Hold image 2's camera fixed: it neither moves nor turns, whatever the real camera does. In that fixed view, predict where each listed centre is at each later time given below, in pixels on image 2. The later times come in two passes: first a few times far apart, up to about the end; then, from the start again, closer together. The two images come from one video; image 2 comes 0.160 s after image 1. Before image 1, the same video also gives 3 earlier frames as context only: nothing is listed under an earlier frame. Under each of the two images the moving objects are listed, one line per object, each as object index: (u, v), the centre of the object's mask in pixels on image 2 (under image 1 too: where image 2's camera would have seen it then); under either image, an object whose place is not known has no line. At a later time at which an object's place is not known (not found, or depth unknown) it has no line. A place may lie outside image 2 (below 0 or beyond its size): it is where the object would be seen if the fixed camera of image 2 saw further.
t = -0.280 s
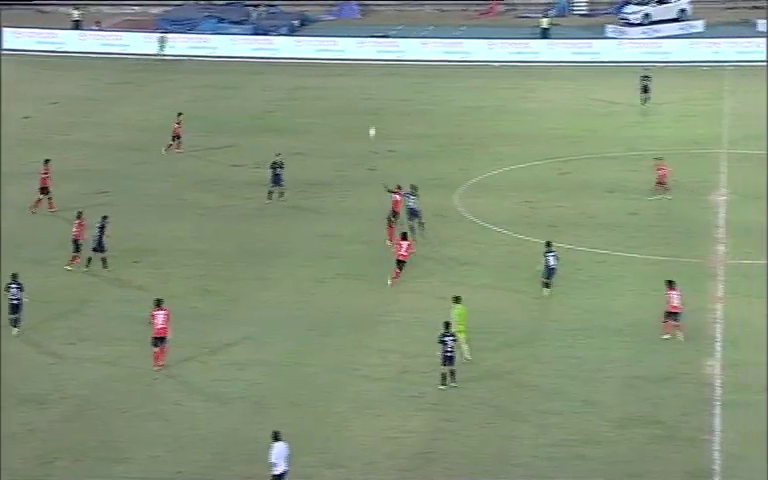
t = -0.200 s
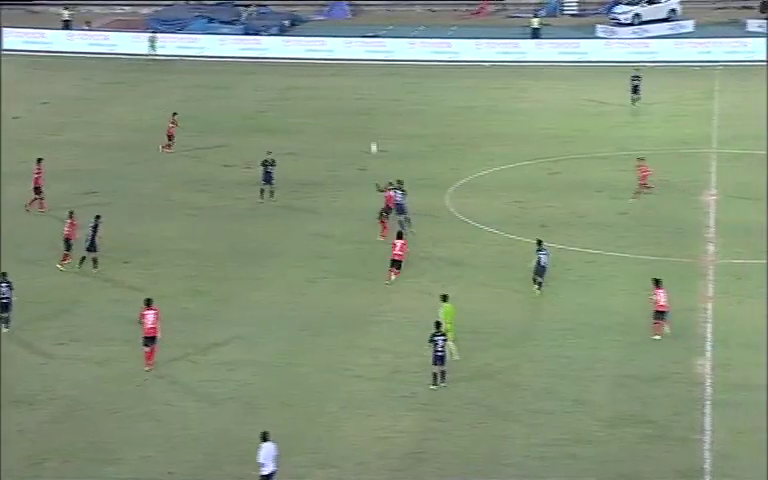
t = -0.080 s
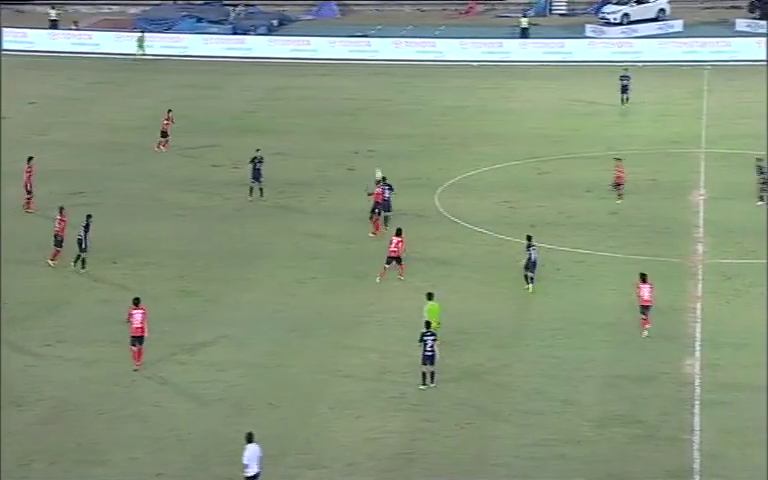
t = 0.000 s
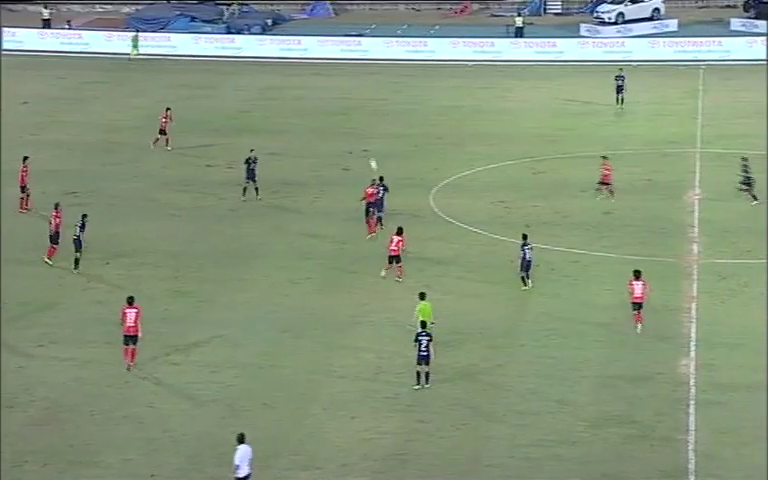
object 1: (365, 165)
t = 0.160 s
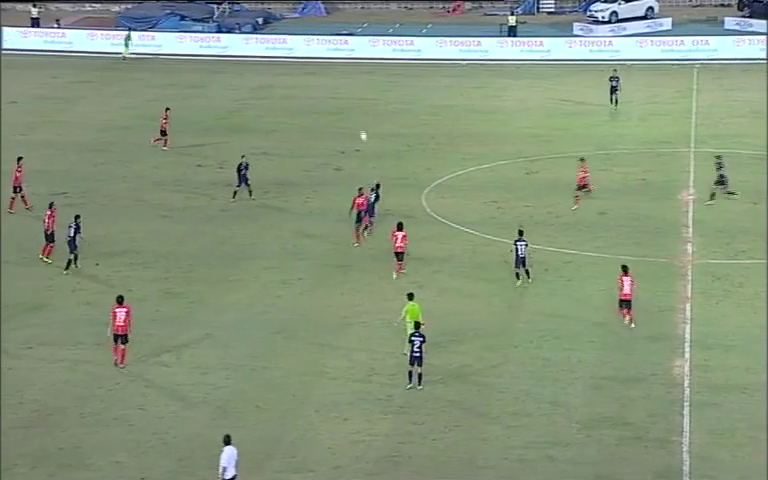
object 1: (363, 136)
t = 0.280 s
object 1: (360, 120)
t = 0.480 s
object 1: (357, 103)
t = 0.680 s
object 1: (353, 98)
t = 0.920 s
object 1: (348, 110)
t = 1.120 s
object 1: (344, 134)
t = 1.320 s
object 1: (341, 169)
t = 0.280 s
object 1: (360, 120)
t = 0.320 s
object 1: (360, 117)
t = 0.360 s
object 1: (359, 112)
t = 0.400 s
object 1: (358, 109)
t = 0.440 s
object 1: (357, 105)
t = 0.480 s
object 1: (357, 103)
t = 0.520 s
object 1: (356, 101)
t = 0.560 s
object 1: (355, 100)
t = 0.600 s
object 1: (355, 99)
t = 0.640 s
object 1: (354, 99)
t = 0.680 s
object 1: (353, 98)
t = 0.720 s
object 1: (352, 99)
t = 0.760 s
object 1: (351, 101)
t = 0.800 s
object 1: (350, 103)
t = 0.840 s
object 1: (349, 105)
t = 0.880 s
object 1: (349, 107)
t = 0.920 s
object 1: (348, 110)
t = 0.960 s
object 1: (347, 114)
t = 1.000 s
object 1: (346, 118)
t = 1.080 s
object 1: (345, 128)
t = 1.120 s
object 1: (344, 134)
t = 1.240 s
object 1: (342, 154)
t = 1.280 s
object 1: (341, 160)
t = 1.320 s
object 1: (341, 169)
